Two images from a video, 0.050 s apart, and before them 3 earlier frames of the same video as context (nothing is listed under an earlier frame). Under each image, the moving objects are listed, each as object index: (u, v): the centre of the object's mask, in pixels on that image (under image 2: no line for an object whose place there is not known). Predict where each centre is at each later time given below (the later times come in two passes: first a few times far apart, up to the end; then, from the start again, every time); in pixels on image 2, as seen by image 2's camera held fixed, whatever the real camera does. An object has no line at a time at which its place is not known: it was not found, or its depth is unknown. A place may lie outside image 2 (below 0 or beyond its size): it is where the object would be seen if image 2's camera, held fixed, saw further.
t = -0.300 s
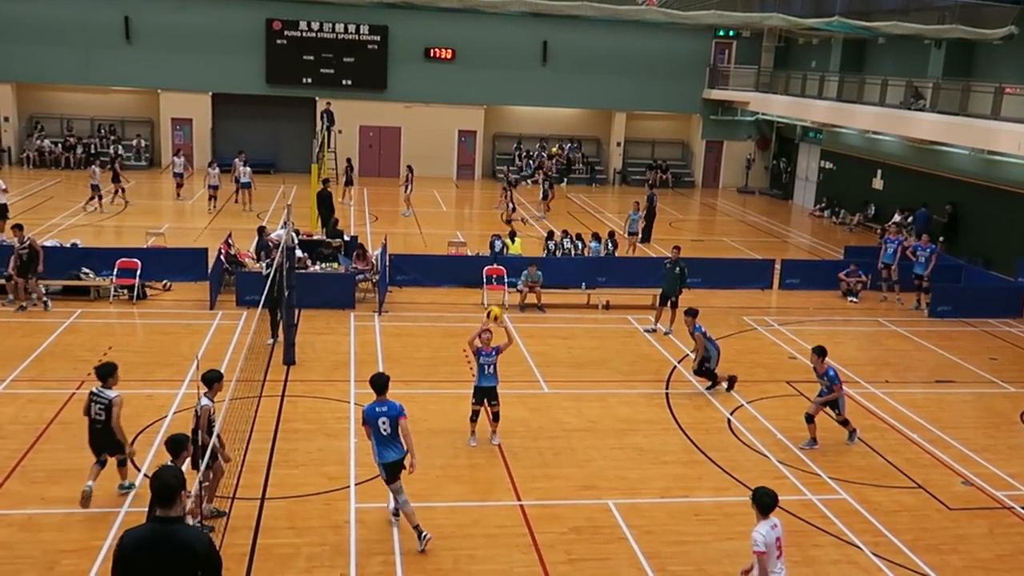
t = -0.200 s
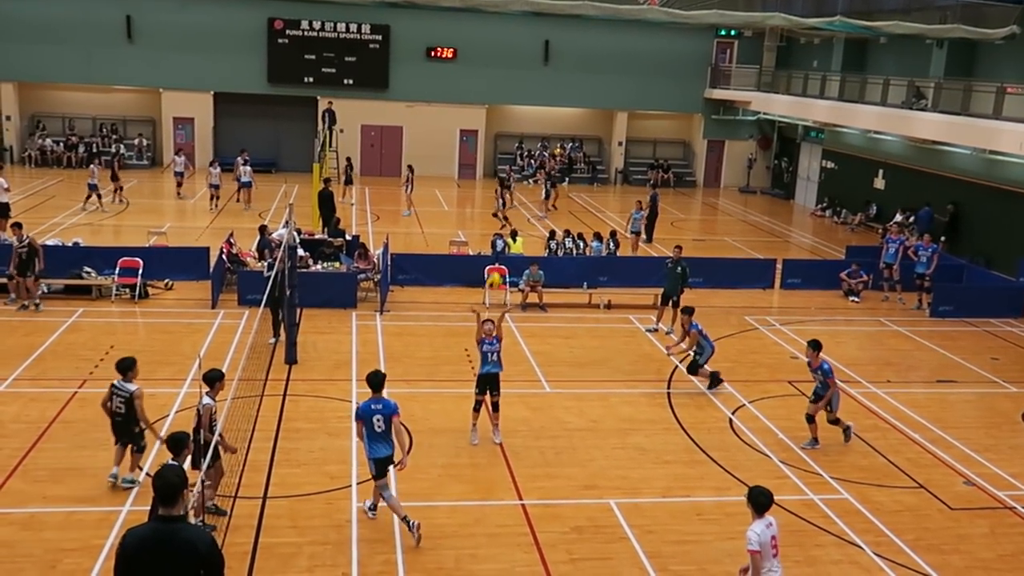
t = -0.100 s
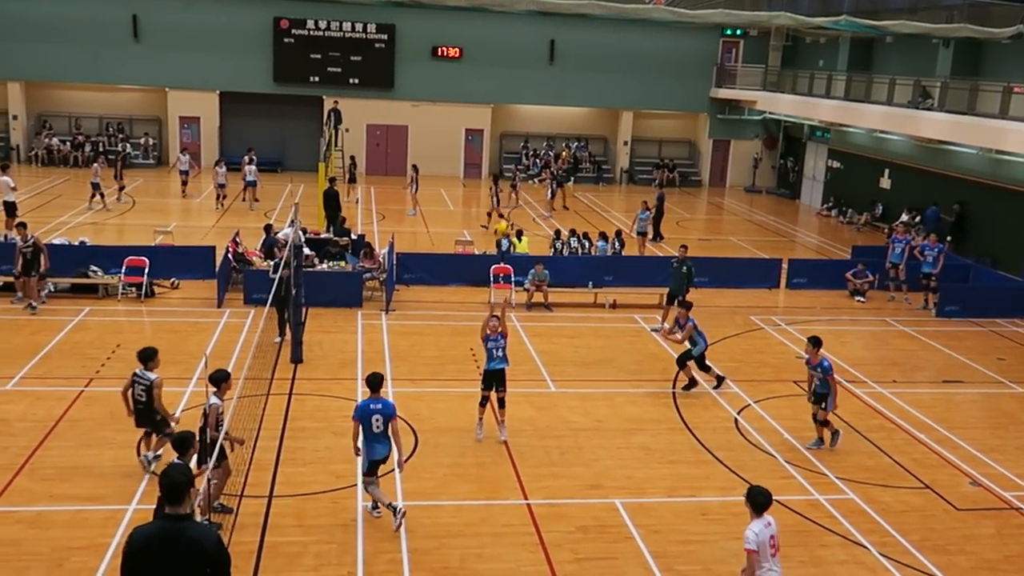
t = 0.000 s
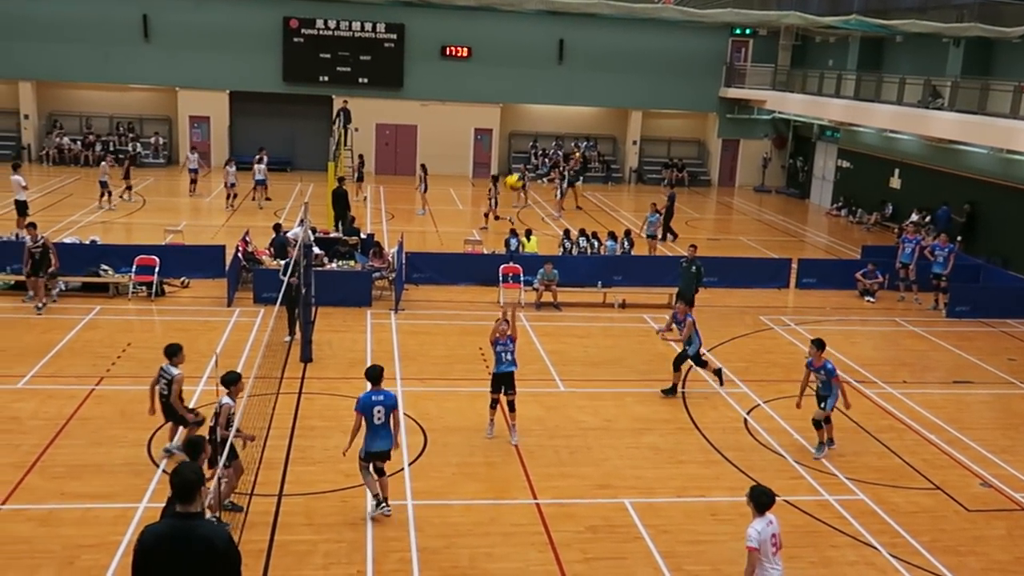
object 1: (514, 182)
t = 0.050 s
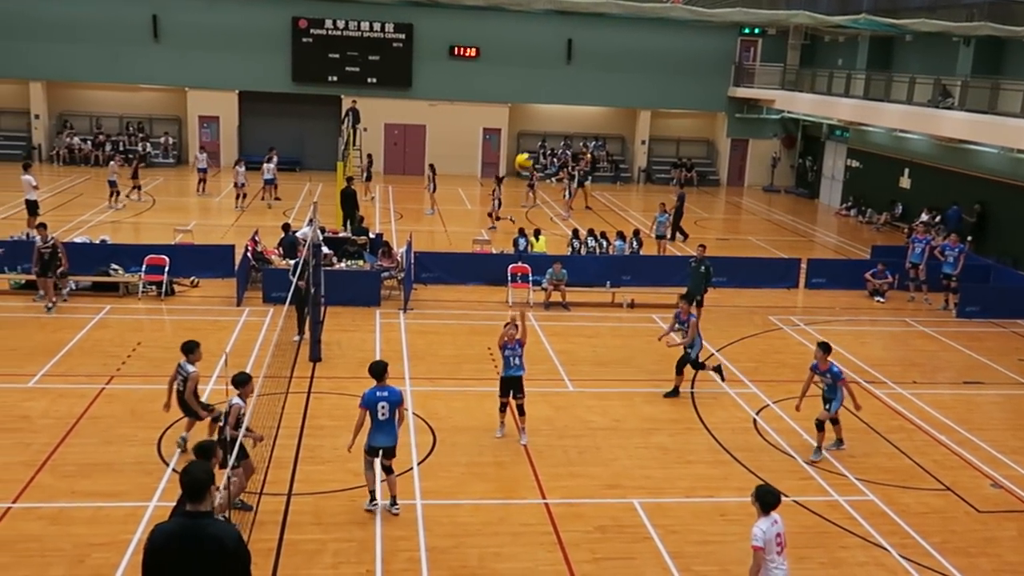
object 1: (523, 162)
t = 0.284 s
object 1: (532, 87)
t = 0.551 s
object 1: (537, 60)
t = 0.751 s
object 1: (536, 87)
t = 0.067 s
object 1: (524, 155)
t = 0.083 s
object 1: (524, 149)
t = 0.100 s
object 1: (525, 142)
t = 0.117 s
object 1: (526, 136)
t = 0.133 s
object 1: (527, 130)
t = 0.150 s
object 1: (527, 124)
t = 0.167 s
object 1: (528, 119)
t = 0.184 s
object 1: (529, 114)
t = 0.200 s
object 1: (530, 109)
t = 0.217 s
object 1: (530, 104)
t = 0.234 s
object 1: (531, 99)
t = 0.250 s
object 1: (531, 95)
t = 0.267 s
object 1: (532, 91)
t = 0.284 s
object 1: (532, 87)
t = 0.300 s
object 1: (533, 84)
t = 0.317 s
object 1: (534, 81)
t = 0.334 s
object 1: (534, 77)
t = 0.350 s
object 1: (535, 74)
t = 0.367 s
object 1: (535, 72)
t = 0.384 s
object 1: (535, 69)
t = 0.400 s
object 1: (536, 67)
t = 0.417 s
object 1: (536, 65)
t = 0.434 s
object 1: (536, 64)
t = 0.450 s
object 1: (536, 62)
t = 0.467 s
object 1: (536, 61)
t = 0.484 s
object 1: (537, 60)
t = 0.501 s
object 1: (537, 60)
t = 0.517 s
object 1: (537, 59)
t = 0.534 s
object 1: (537, 59)
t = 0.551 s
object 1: (537, 60)
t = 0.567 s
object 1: (537, 60)
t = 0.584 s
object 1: (537, 61)
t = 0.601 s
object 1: (537, 62)
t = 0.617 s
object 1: (537, 64)
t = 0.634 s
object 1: (537, 65)
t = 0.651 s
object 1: (537, 68)
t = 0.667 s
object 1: (537, 70)
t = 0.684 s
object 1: (536, 73)
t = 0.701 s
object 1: (536, 76)
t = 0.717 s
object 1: (536, 79)
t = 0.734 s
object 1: (536, 83)
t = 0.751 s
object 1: (536, 87)
